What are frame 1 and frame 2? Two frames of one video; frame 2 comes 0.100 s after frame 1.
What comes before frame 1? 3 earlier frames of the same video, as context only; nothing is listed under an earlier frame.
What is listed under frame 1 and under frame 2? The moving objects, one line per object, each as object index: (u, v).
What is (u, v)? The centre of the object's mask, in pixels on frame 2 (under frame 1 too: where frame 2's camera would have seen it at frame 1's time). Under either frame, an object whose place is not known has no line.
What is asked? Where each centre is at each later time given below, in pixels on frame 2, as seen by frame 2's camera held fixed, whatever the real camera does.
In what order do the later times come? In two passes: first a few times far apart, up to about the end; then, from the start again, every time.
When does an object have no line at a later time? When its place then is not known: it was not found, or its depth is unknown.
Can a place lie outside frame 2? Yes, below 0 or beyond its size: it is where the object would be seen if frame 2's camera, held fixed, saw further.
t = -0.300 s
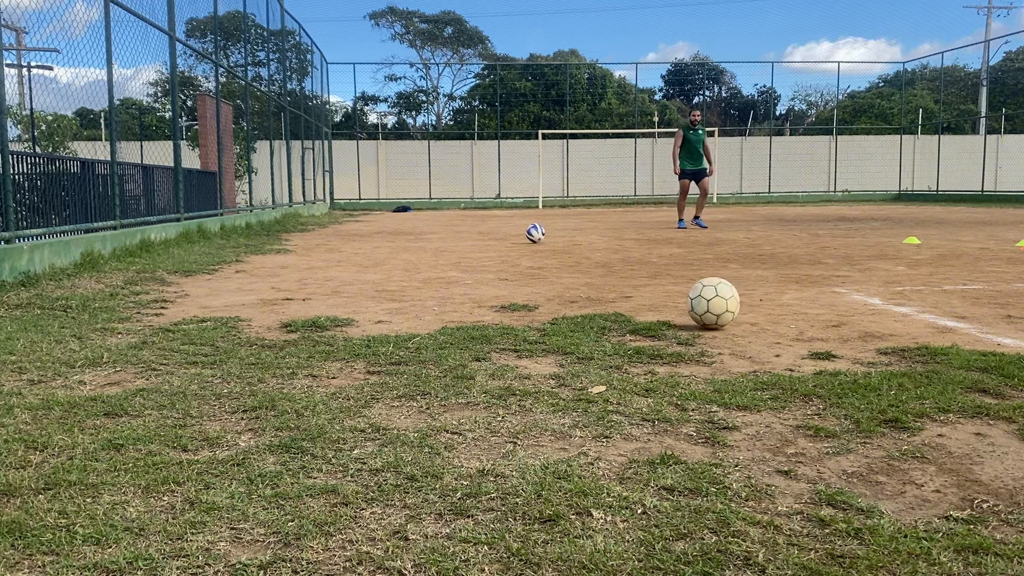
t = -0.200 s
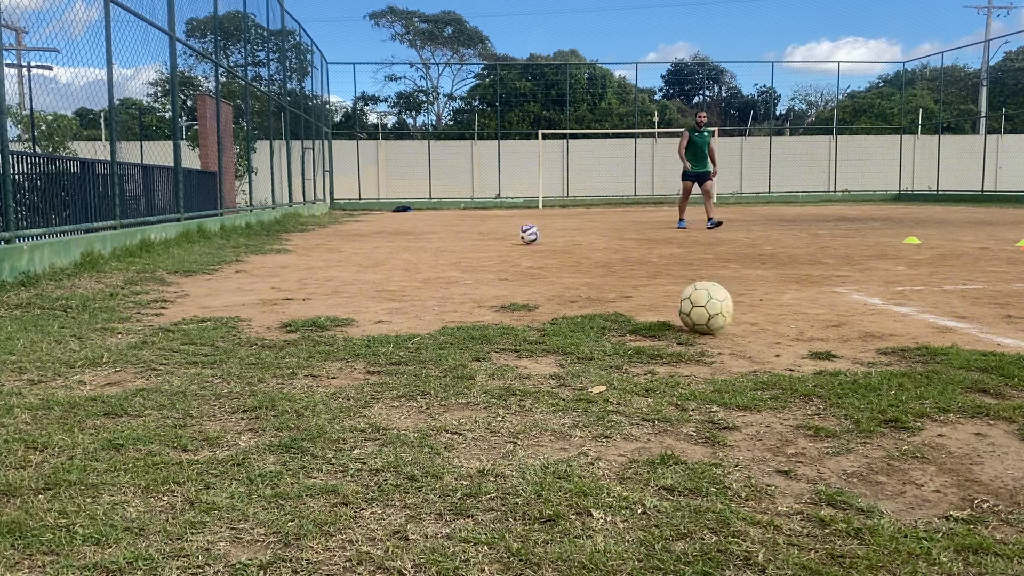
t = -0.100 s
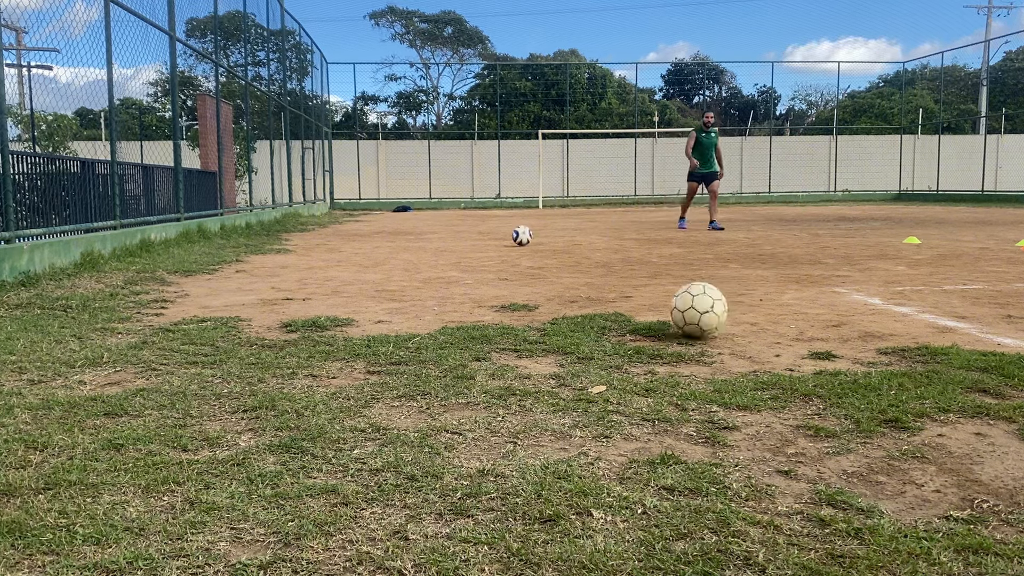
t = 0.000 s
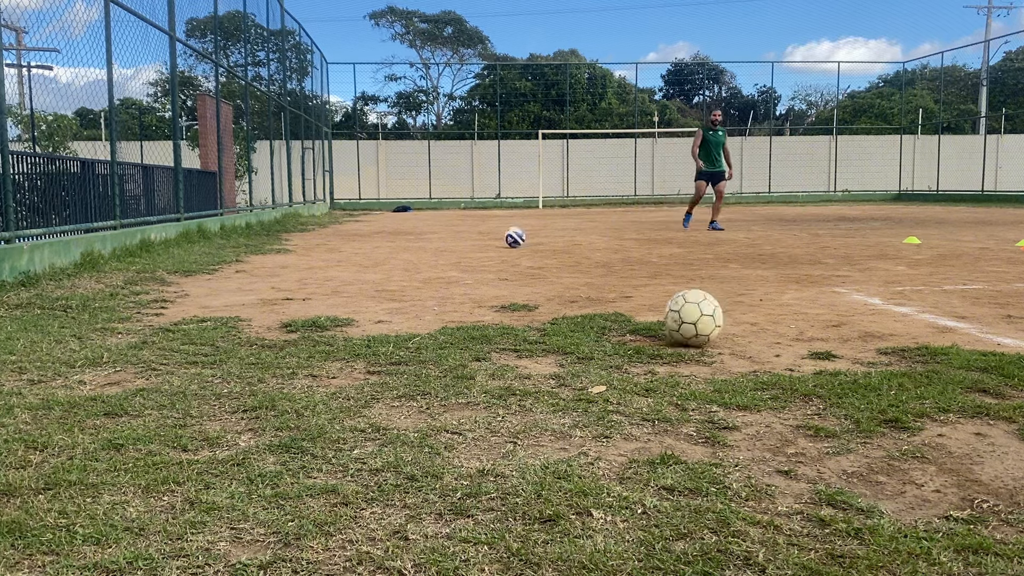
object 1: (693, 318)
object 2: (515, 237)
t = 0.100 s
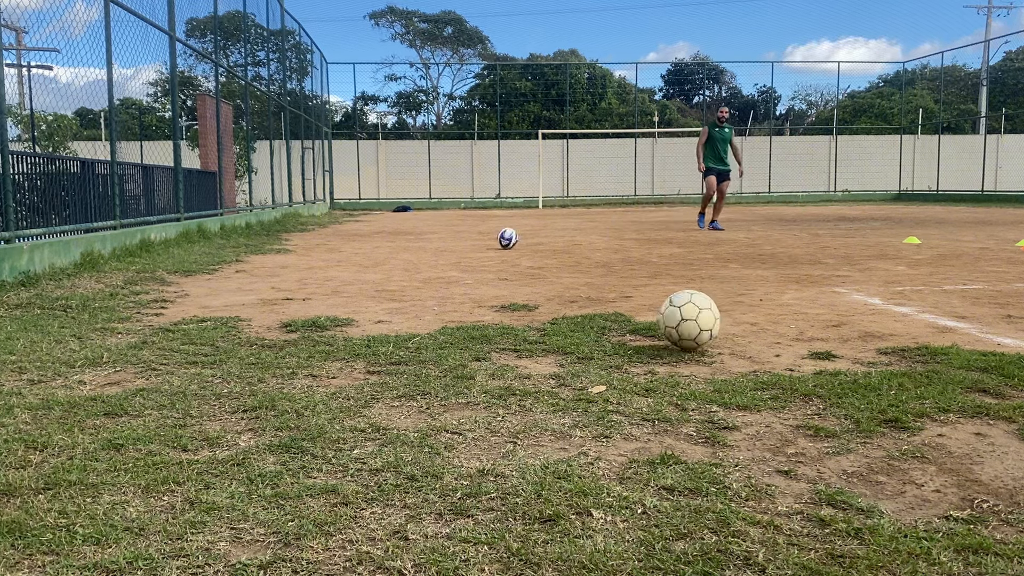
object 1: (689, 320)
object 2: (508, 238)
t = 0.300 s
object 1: (687, 337)
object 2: (494, 241)
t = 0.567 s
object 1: (680, 349)
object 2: (477, 244)
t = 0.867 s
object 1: (677, 376)
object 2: (460, 251)
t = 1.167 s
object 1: (691, 408)
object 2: (440, 258)
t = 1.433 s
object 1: (710, 432)
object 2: (422, 264)
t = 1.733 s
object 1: (739, 465)
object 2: (399, 272)
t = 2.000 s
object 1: (772, 496)
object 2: (377, 282)
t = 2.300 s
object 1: (796, 521)
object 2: (350, 294)
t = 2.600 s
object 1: (801, 536)
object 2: (325, 310)
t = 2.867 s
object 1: (800, 542)
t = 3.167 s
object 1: (788, 543)
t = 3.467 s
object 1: (777, 542)
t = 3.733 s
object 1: (776, 542)
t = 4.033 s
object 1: (776, 542)
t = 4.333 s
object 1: (776, 542)
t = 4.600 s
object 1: (776, 542)
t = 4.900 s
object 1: (776, 542)
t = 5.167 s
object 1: (776, 542)
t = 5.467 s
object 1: (776, 542)
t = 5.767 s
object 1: (776, 542)
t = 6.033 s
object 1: (776, 542)
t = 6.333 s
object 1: (776, 542)
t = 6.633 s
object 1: (776, 542)
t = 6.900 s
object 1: (776, 542)
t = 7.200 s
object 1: (776, 543)
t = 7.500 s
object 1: (776, 543)
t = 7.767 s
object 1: (776, 543)
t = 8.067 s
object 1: (776, 543)
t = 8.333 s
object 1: (776, 543)
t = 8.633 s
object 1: (776, 543)
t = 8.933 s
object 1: (776, 543)
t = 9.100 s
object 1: (776, 542)
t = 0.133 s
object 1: (688, 324)
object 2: (505, 238)
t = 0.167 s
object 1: (688, 324)
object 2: (502, 239)
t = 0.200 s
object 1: (687, 324)
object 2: (500, 240)
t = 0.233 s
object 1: (687, 325)
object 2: (498, 239)
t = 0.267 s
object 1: (687, 331)
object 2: (496, 240)
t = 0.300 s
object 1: (687, 337)
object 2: (494, 241)
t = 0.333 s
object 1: (686, 335)
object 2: (491, 241)
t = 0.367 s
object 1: (685, 335)
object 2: (490, 241)
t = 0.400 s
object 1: (684, 340)
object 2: (487, 242)
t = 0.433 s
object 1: (683, 342)
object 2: (485, 242)
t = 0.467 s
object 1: (682, 340)
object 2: (483, 243)
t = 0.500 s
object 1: (682, 340)
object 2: (481, 244)
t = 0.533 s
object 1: (681, 345)
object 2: (479, 244)
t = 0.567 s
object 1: (680, 349)
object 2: (477, 244)
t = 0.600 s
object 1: (680, 351)
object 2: (476, 245)
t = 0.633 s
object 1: (680, 353)
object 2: (474, 247)
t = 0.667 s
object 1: (679, 356)
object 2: (471, 246)
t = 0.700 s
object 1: (679, 358)
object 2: (469, 246)
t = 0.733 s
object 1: (679, 362)
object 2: (468, 248)
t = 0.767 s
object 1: (678, 365)
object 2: (466, 250)
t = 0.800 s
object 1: (677, 367)
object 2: (464, 250)
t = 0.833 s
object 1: (677, 372)
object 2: (462, 250)
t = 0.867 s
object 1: (677, 376)
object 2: (460, 251)
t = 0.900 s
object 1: (678, 375)
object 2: (458, 253)
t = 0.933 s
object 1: (680, 379)
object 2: (456, 253)
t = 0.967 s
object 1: (682, 384)
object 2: (454, 253)
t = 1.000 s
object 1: (683, 386)
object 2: (451, 254)
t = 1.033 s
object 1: (684, 391)
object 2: (449, 255)
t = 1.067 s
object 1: (686, 396)
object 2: (447, 255)
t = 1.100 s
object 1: (687, 399)
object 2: (445, 256)
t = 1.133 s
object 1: (690, 403)
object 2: (443, 257)
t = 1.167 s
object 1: (691, 408)
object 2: (440, 258)
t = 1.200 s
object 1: (694, 410)
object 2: (438, 258)
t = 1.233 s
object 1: (696, 414)
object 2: (436, 259)
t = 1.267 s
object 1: (698, 414)
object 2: (434, 259)
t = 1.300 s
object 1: (701, 417)
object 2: (432, 260)
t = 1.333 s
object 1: (703, 421)
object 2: (429, 261)
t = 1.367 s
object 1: (705, 423)
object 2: (427, 262)
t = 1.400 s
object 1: (707, 427)
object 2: (425, 263)
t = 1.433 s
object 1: (710, 432)
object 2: (422, 264)
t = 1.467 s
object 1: (713, 435)
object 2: (420, 265)
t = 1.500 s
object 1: (716, 439)
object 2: (417, 266)
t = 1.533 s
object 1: (720, 444)
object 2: (415, 266)
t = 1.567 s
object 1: (723, 448)
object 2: (412, 267)
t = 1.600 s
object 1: (726, 452)
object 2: (410, 267)
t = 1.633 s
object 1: (729, 453)
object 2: (407, 268)
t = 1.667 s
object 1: (732, 458)
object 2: (405, 269)
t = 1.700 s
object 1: (736, 463)
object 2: (401, 271)
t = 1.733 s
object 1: (739, 465)
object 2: (399, 272)
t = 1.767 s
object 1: (743, 469)
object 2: (396, 274)
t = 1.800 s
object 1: (747, 473)
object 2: (394, 274)
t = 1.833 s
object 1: (750, 477)
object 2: (391, 275)
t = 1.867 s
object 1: (754, 482)
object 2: (388, 277)
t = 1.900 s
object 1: (758, 486)
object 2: (386, 278)
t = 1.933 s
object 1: (763, 489)
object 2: (382, 279)
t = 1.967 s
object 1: (767, 493)
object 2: (380, 281)
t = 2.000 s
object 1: (772, 496)
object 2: (377, 282)
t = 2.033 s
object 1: (776, 500)
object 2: (374, 283)
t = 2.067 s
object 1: (779, 504)
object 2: (370, 284)
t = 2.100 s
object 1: (782, 507)
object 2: (368, 285)
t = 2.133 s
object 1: (785, 510)
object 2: (365, 287)
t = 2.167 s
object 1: (787, 512)
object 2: (361, 288)
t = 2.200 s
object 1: (790, 515)
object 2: (359, 290)
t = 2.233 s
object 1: (792, 517)
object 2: (356, 291)
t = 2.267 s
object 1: (794, 519)
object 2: (353, 292)
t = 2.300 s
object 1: (796, 521)
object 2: (350, 294)
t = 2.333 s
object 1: (798, 523)
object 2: (347, 295)
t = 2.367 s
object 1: (799, 525)
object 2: (344, 296)
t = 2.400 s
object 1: (800, 527)
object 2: (340, 296)
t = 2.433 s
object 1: (801, 529)
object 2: (337, 295)
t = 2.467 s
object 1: (801, 531)
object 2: (334, 297)
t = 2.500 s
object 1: (801, 532)
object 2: (332, 300)
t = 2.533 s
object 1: (801, 533)
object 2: (329, 307)
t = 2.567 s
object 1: (801, 535)
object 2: (327, 309)
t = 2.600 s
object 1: (801, 536)
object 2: (325, 310)
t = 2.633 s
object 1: (801, 537)
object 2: (323, 309)
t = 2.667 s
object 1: (802, 538)
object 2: (320, 309)
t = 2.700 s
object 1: (802, 539)
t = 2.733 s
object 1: (802, 540)
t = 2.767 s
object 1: (802, 541)
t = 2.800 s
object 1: (802, 541)
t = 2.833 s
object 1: (801, 542)
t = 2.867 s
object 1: (800, 542)
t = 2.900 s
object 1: (800, 543)
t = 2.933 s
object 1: (798, 543)
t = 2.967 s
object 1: (797, 543)
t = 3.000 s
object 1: (796, 544)
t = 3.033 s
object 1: (794, 544)
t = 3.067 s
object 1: (793, 544)
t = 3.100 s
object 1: (791, 543)
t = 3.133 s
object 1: (789, 543)
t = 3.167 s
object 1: (788, 543)
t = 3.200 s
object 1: (786, 543)
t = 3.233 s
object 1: (784, 543)
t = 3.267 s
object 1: (783, 543)
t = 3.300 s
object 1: (781, 543)
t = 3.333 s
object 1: (780, 542)
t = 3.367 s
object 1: (779, 542)
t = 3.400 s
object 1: (778, 542)
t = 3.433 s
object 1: (777, 542)
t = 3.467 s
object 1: (777, 542)
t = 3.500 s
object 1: (776, 542)
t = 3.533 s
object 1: (776, 542)
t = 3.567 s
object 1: (776, 542)
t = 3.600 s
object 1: (776, 542)
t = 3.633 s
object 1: (776, 542)
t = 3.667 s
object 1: (776, 542)
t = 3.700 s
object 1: (776, 542)
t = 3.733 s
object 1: (776, 542)
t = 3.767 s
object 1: (776, 542)
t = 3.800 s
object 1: (776, 542)
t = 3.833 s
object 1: (776, 542)
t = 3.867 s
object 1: (776, 542)
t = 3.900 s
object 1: (776, 542)
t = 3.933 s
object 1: (776, 542)
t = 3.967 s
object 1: (776, 542)
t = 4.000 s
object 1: (776, 542)
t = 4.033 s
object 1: (776, 542)
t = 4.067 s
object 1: (776, 542)
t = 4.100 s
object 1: (776, 542)
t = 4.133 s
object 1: (776, 542)
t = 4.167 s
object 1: (776, 542)
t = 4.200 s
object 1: (776, 542)
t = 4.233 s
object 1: (776, 542)
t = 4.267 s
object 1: (776, 542)
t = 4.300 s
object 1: (776, 542)
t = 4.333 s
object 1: (776, 542)
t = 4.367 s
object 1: (776, 542)
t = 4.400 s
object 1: (776, 542)
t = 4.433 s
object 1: (776, 542)
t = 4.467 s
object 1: (776, 542)
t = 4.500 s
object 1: (776, 542)
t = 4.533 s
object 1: (776, 542)
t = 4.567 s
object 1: (776, 542)
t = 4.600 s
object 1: (776, 542)
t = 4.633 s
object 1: (776, 542)
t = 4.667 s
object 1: (776, 542)
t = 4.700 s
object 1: (776, 542)
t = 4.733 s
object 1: (776, 542)
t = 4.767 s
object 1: (776, 542)
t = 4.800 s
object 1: (776, 542)
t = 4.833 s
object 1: (776, 542)
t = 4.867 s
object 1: (776, 542)
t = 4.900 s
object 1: (776, 542)
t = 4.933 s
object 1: (776, 542)
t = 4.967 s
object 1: (776, 542)
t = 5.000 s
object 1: (776, 542)
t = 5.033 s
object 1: (776, 542)
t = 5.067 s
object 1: (776, 542)
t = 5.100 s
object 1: (776, 542)
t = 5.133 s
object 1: (776, 542)
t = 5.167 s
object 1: (776, 542)
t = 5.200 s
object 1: (776, 542)
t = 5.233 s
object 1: (776, 542)
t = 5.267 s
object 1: (776, 542)
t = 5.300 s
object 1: (776, 542)
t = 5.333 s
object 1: (776, 542)
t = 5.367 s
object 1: (776, 542)
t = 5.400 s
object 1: (776, 542)
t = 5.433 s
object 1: (776, 542)
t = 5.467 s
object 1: (776, 542)
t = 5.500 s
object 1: (776, 542)
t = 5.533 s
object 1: (776, 542)
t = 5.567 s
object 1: (776, 542)
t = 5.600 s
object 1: (776, 542)
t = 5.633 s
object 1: (776, 542)
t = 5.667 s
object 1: (776, 542)
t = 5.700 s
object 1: (776, 542)
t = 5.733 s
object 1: (776, 542)
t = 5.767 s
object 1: (776, 542)
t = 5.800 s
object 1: (776, 542)
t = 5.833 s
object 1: (776, 542)
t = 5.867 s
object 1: (776, 542)
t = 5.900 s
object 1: (776, 542)
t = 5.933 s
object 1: (776, 542)
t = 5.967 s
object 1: (776, 542)
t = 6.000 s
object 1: (776, 542)
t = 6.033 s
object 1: (776, 542)
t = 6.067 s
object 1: (776, 542)
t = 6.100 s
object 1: (776, 542)
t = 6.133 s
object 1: (776, 542)
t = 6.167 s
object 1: (776, 542)
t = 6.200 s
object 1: (776, 542)
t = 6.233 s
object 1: (776, 542)
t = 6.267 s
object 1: (776, 542)
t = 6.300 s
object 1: (776, 542)
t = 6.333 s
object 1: (776, 542)
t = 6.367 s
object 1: (776, 542)
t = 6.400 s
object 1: (776, 542)
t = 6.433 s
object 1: (776, 542)
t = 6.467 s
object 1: (776, 542)
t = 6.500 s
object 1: (776, 542)
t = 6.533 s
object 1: (776, 542)
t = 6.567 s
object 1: (776, 542)
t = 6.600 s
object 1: (776, 542)
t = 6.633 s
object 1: (776, 542)
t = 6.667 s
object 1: (776, 542)
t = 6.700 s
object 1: (776, 542)
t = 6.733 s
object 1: (776, 542)
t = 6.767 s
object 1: (776, 542)
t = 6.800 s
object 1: (776, 542)
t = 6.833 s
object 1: (776, 542)
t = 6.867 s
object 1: (776, 542)
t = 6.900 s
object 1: (776, 542)
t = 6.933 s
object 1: (776, 542)
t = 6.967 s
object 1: (776, 542)
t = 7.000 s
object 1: (776, 542)
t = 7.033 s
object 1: (776, 542)
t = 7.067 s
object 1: (776, 542)
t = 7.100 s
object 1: (776, 542)
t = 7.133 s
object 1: (776, 542)
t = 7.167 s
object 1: (776, 543)
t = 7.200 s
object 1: (776, 543)
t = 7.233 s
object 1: (776, 542)
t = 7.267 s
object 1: (776, 542)
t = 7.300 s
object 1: (776, 543)
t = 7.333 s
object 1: (776, 543)
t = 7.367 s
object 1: (776, 543)
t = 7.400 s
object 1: (776, 543)
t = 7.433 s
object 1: (776, 543)
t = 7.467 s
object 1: (776, 543)
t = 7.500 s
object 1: (776, 543)
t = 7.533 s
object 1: (776, 543)
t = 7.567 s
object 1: (776, 543)
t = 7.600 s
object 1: (776, 543)
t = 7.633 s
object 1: (776, 543)
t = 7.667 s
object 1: (776, 543)
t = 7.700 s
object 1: (776, 543)
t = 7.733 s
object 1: (776, 543)
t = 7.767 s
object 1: (776, 543)
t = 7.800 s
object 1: (776, 543)
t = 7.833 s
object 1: (776, 543)
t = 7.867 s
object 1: (776, 543)
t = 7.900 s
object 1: (776, 543)
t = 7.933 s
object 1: (776, 543)
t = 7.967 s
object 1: (776, 543)
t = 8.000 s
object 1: (776, 543)
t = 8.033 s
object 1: (776, 543)
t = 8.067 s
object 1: (776, 543)
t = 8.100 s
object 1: (776, 542)
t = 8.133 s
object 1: (776, 543)
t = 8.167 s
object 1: (776, 543)
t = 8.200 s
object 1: (776, 543)
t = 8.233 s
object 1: (776, 543)
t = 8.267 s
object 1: (776, 543)
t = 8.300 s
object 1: (776, 542)
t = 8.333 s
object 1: (776, 543)
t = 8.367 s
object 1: (776, 542)
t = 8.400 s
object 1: (776, 542)
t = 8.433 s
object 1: (776, 542)
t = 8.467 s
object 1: (776, 542)
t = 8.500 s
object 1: (776, 542)
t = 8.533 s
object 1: (776, 542)
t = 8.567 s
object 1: (776, 542)
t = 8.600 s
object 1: (776, 542)
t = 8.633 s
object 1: (776, 543)
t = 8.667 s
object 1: (776, 542)
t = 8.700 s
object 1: (776, 542)
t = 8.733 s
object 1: (776, 542)
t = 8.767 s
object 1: (776, 542)
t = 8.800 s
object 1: (776, 542)
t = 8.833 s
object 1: (776, 542)
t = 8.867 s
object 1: (776, 542)
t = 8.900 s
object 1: (776, 543)
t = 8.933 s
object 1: (776, 543)
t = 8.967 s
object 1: (776, 542)
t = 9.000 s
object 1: (776, 542)
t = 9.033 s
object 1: (776, 542)
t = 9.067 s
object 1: (776, 542)
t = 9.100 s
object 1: (776, 542)
